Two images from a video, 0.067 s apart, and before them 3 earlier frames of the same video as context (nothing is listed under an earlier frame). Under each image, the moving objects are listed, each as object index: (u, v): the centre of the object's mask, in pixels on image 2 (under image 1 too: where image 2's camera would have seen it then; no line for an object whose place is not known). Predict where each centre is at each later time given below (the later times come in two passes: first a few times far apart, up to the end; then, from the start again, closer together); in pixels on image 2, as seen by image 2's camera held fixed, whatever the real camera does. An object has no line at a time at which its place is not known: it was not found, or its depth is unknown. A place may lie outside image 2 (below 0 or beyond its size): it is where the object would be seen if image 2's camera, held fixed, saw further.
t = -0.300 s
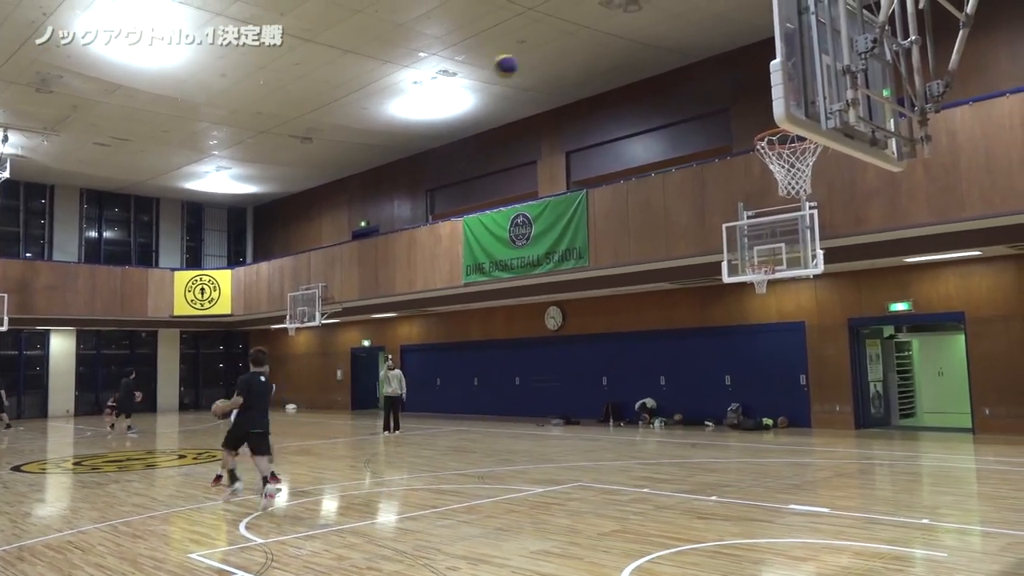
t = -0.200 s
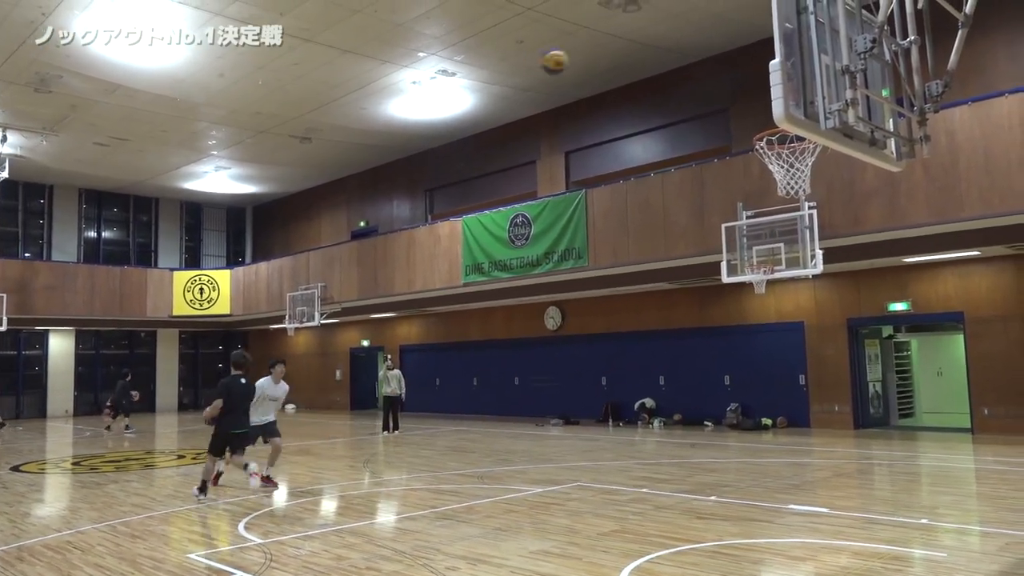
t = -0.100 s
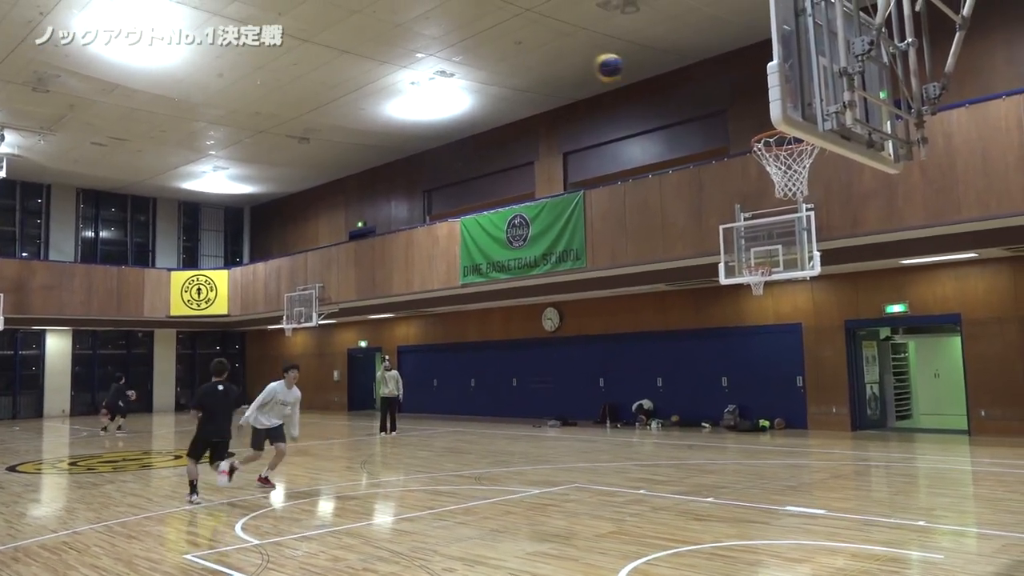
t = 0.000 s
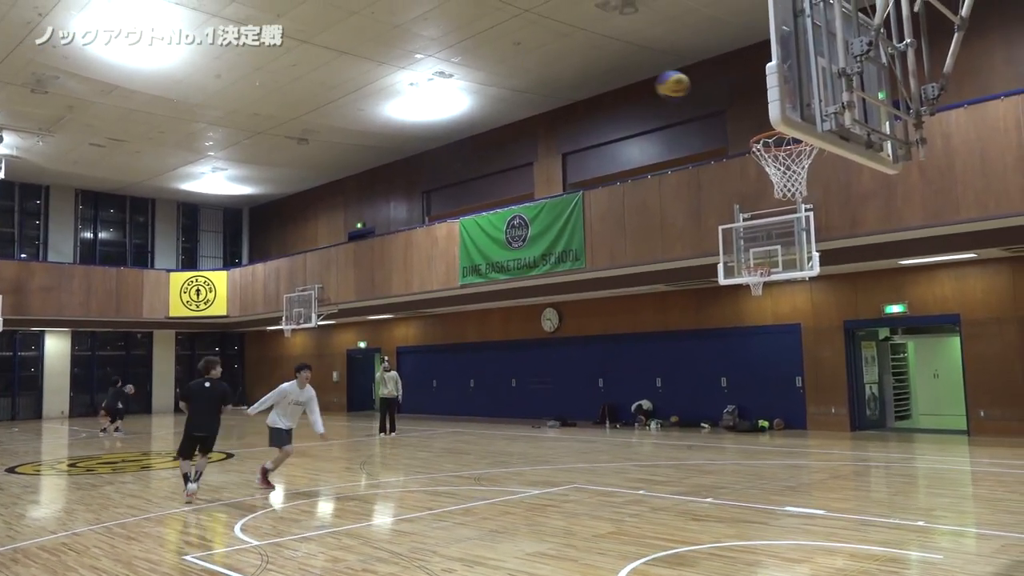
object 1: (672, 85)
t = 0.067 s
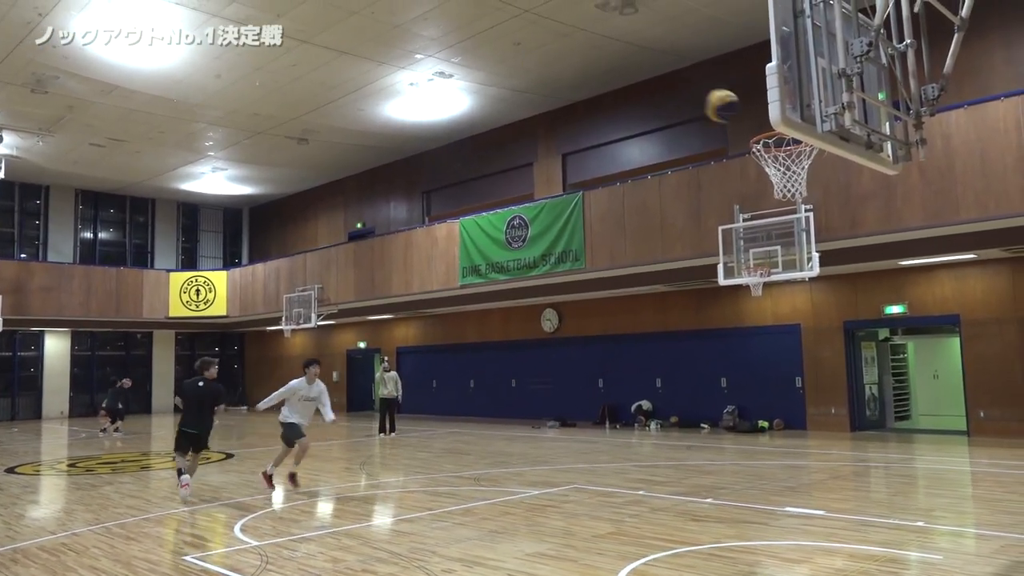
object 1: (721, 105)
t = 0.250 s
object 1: (820, 186)
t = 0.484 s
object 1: (854, 326)
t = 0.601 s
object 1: (875, 430)
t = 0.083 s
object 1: (734, 112)
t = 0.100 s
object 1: (749, 119)
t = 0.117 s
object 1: (757, 123)
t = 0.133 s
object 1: (764, 126)
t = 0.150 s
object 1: (785, 146)
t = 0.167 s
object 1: (802, 153)
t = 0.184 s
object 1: (810, 158)
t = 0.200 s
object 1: (811, 159)
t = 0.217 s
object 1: (816, 173)
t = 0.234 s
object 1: (818, 179)
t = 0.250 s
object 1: (820, 186)
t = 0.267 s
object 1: (823, 193)
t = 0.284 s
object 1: (826, 201)
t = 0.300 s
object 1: (828, 209)
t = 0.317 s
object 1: (830, 217)
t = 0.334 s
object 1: (832, 227)
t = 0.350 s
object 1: (835, 237)
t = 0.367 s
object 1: (837, 246)
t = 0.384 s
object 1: (840, 256)
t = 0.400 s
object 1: (842, 266)
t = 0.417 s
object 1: (844, 277)
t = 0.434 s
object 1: (847, 290)
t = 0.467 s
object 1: (852, 315)
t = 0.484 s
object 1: (854, 326)
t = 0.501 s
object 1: (857, 339)
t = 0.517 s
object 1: (860, 353)
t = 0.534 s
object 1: (862, 368)
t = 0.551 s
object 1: (866, 384)
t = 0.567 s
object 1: (868, 399)
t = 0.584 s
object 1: (870, 413)
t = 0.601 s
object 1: (875, 430)
